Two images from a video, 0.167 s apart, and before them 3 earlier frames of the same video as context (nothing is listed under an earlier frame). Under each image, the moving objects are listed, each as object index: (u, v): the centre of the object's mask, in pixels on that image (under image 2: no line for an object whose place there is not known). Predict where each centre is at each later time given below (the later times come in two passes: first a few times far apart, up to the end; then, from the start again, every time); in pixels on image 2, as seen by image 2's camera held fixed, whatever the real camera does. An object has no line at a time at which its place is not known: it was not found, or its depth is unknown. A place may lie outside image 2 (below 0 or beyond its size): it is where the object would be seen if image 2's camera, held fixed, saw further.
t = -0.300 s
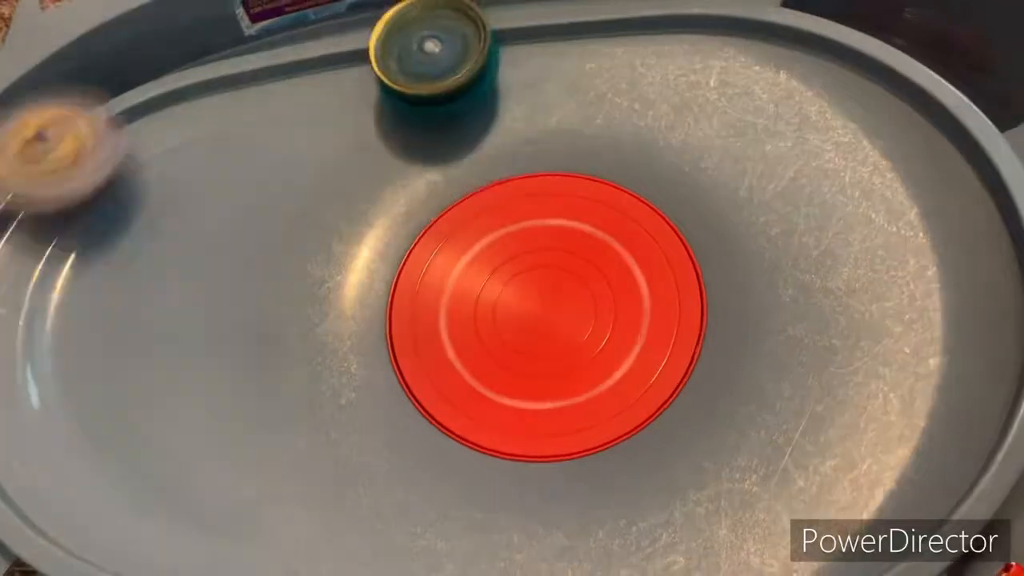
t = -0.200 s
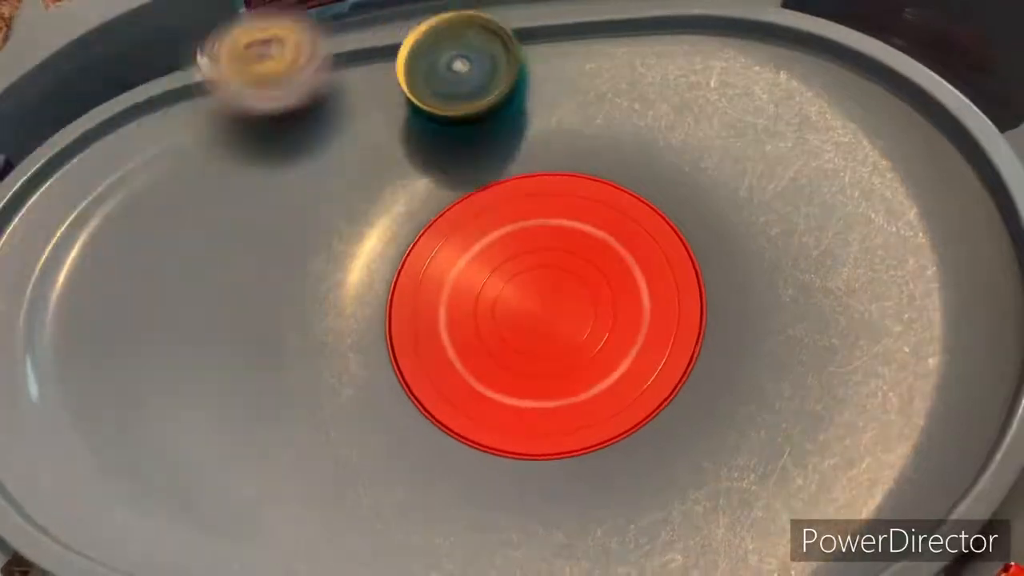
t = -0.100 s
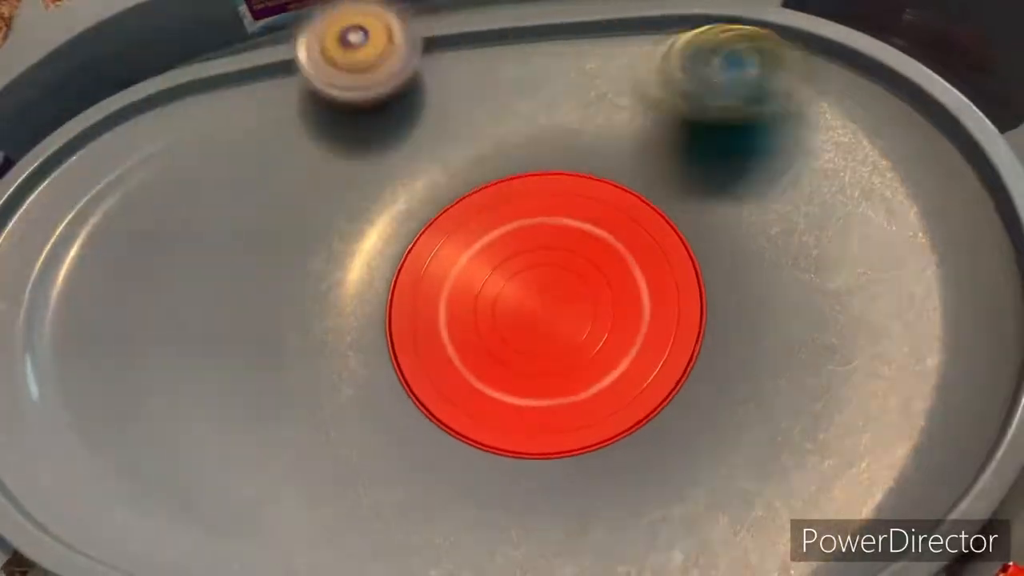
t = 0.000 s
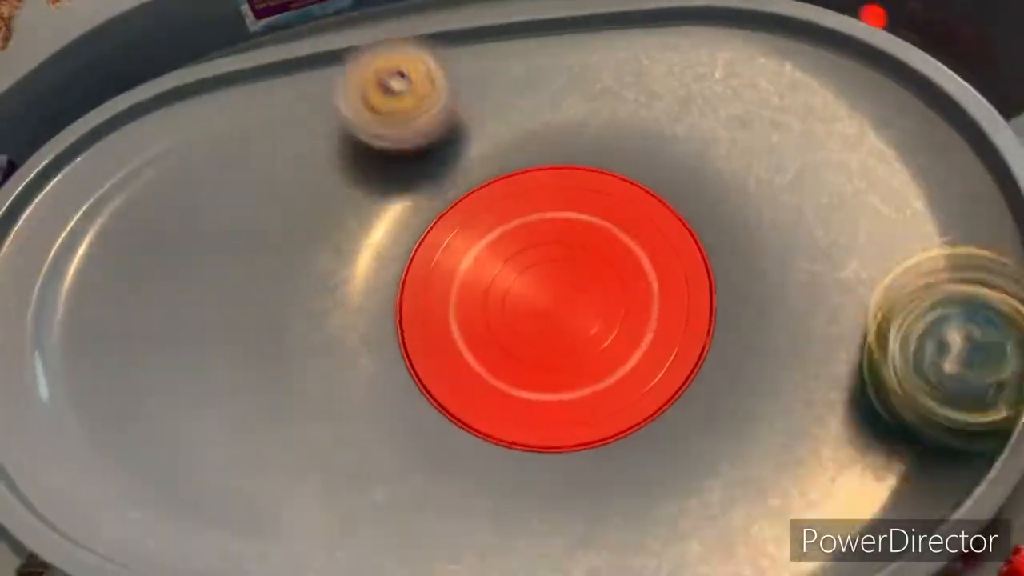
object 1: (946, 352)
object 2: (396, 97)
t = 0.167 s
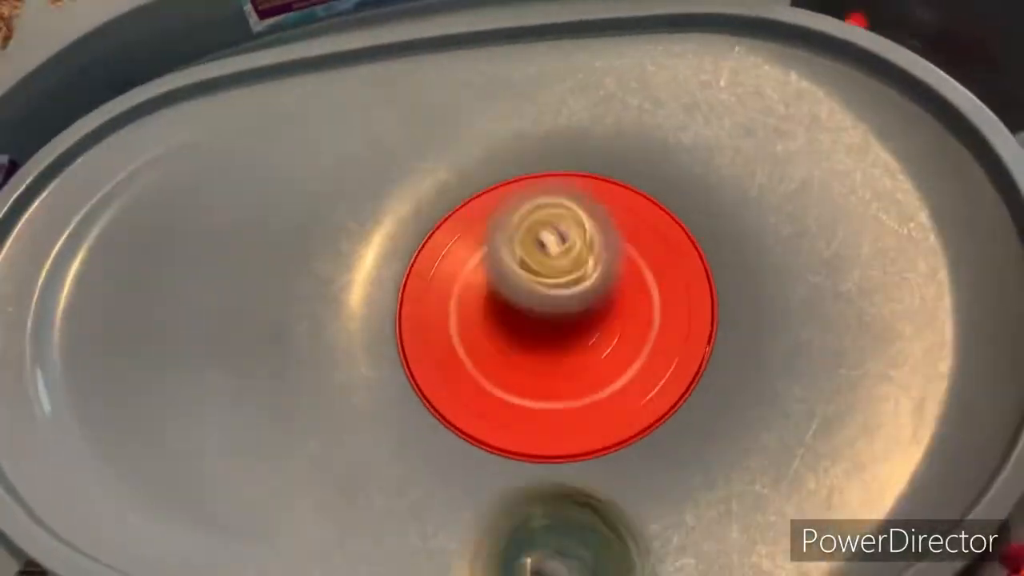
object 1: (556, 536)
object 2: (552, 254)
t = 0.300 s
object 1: (269, 466)
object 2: (644, 407)
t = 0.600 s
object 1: (118, 228)
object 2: (581, 496)
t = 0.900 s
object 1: (146, 164)
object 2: (245, 530)
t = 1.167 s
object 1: (166, 144)
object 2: (220, 334)
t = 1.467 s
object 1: (141, 176)
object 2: (646, 162)
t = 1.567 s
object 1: (132, 193)
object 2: (747, 231)
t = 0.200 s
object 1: (468, 525)
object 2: (576, 293)
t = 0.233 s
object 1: (389, 511)
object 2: (595, 338)
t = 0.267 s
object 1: (324, 492)
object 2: (619, 375)
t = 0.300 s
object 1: (269, 466)
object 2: (644, 407)
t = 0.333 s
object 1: (224, 429)
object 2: (663, 424)
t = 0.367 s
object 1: (192, 401)
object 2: (674, 436)
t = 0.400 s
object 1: (169, 370)
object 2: (680, 449)
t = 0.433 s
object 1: (154, 338)
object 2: (677, 458)
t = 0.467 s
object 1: (143, 310)
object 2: (668, 466)
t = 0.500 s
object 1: (134, 279)
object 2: (653, 474)
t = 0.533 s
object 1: (129, 258)
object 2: (633, 482)
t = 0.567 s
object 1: (124, 241)
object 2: (610, 489)
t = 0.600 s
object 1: (118, 228)
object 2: (581, 496)
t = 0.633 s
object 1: (110, 214)
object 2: (549, 500)
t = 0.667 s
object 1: (105, 203)
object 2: (516, 505)
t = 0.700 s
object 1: (100, 192)
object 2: (480, 509)
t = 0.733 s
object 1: (98, 183)
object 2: (445, 519)
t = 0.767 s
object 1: (104, 178)
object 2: (406, 525)
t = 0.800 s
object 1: (116, 173)
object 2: (360, 528)
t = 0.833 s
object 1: (130, 172)
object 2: (318, 535)
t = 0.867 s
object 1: (140, 168)
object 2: (278, 536)
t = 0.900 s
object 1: (146, 164)
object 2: (245, 530)
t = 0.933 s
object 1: (150, 162)
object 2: (214, 523)
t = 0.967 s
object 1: (151, 155)
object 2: (189, 509)
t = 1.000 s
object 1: (151, 149)
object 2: (173, 485)
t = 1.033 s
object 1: (153, 145)
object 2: (164, 460)
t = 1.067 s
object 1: (157, 144)
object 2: (167, 433)
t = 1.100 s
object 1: (161, 142)
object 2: (176, 405)
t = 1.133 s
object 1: (165, 143)
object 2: (194, 369)
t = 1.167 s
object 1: (166, 144)
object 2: (220, 334)
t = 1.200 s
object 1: (166, 146)
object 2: (256, 299)
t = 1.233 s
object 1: (164, 149)
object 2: (291, 271)
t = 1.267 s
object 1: (163, 151)
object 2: (340, 242)
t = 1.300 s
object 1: (159, 154)
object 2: (391, 220)
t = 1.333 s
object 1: (156, 158)
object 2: (449, 199)
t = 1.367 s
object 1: (153, 160)
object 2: (503, 182)
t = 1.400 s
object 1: (149, 166)
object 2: (555, 167)
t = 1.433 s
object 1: (145, 170)
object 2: (603, 158)
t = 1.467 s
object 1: (141, 176)
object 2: (646, 162)
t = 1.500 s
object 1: (138, 181)
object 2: (686, 176)
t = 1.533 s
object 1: (134, 186)
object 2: (716, 196)
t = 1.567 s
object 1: (132, 193)
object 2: (747, 231)
